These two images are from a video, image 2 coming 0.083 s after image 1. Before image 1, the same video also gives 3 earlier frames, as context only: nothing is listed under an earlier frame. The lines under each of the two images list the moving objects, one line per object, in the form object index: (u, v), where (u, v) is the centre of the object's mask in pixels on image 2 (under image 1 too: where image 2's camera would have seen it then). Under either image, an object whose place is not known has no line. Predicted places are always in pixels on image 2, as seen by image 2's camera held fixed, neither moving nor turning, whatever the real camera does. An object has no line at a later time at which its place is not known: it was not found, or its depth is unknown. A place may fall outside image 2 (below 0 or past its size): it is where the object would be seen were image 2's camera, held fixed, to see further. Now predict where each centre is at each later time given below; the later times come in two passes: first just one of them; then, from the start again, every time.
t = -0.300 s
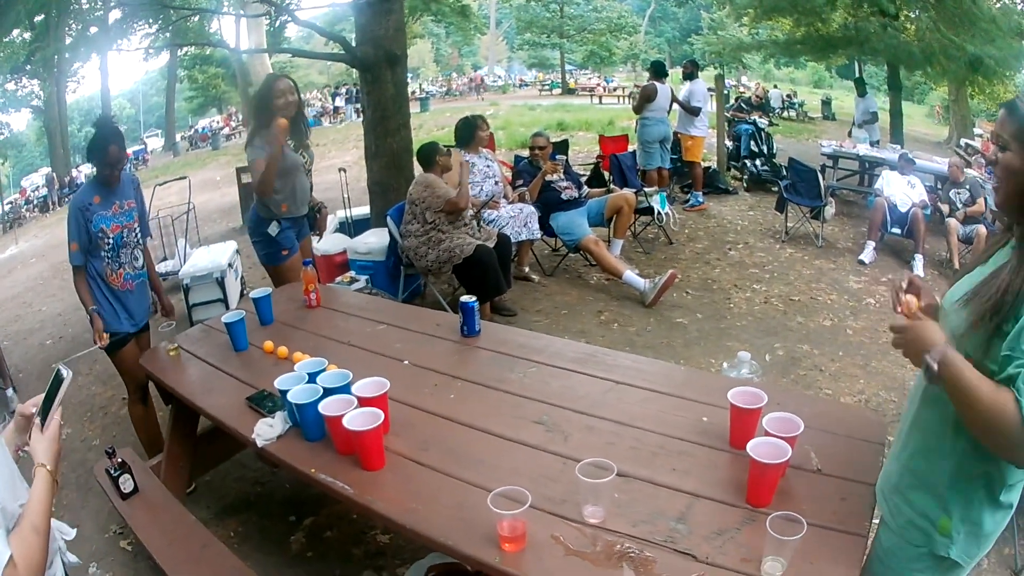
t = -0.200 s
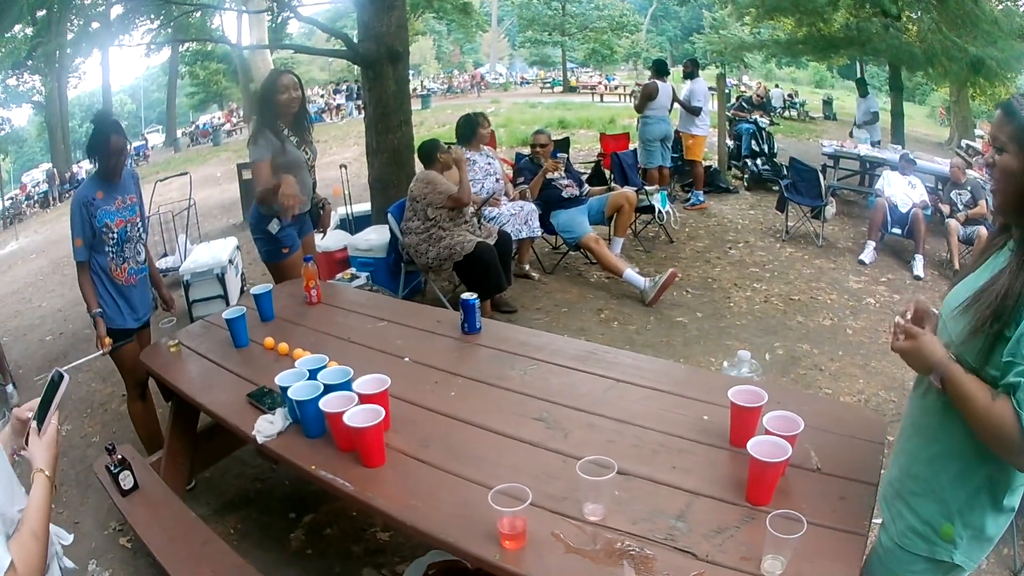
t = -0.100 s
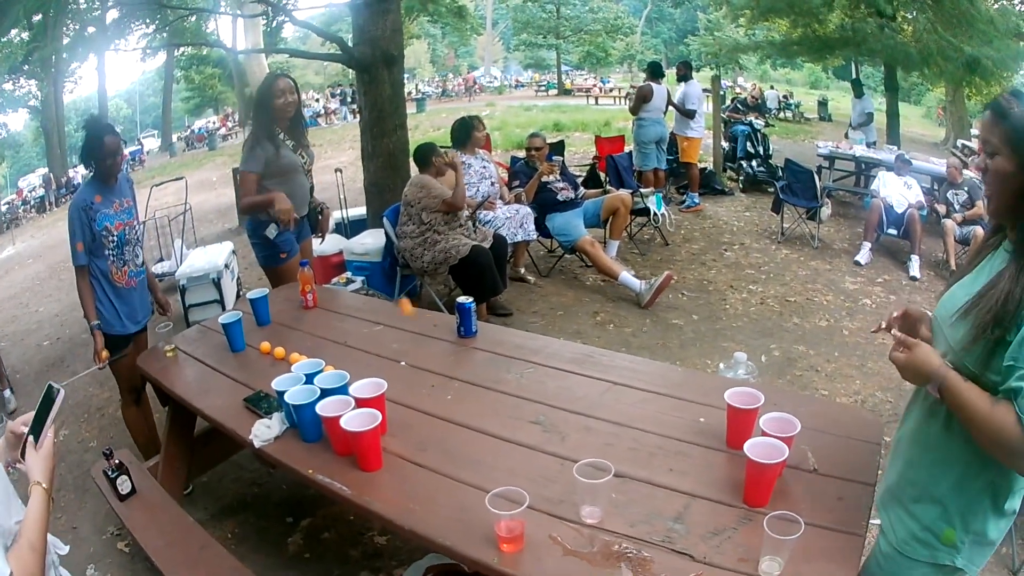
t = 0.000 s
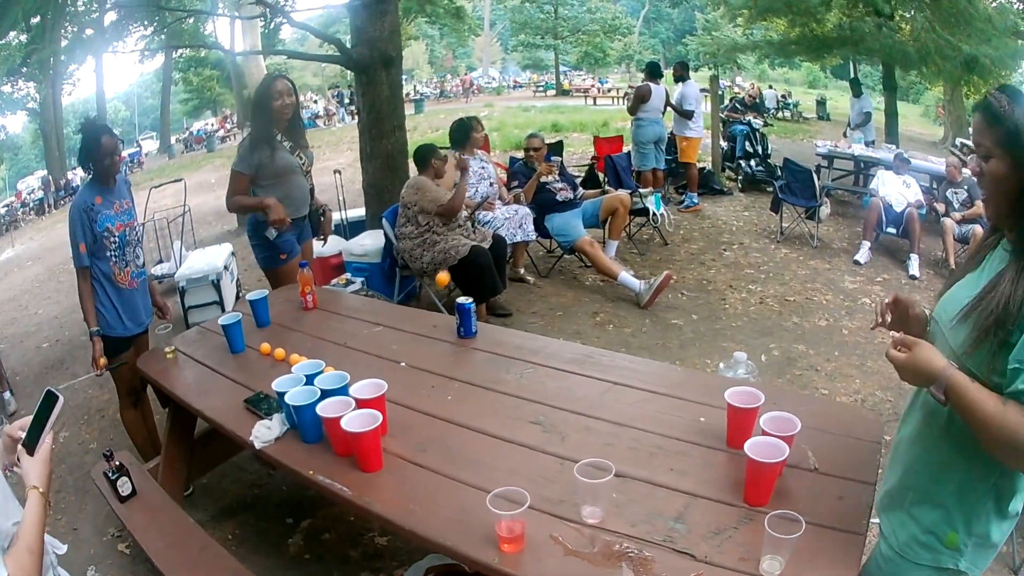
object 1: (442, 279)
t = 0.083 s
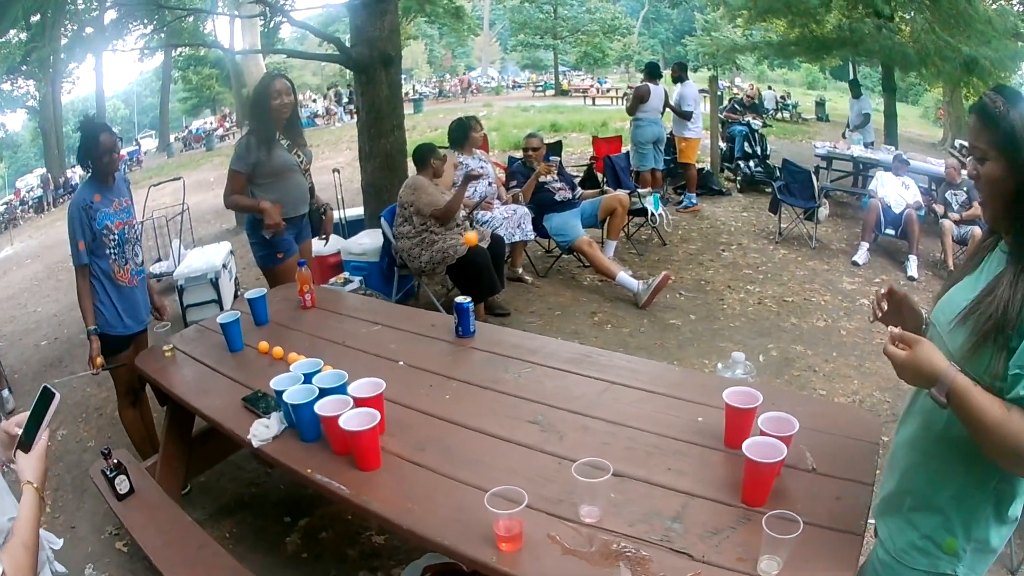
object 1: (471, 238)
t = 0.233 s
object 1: (537, 223)
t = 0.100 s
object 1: (477, 233)
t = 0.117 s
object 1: (484, 229)
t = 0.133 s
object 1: (490, 223)
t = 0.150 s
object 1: (498, 221)
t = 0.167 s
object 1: (505, 220)
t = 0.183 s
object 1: (513, 219)
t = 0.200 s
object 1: (521, 218)
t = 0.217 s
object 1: (529, 220)
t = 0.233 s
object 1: (537, 223)
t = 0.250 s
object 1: (544, 227)
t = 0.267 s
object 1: (553, 232)
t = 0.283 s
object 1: (561, 239)
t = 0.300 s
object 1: (570, 247)
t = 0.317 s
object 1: (578, 256)
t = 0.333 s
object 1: (587, 265)
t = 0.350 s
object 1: (596, 277)
